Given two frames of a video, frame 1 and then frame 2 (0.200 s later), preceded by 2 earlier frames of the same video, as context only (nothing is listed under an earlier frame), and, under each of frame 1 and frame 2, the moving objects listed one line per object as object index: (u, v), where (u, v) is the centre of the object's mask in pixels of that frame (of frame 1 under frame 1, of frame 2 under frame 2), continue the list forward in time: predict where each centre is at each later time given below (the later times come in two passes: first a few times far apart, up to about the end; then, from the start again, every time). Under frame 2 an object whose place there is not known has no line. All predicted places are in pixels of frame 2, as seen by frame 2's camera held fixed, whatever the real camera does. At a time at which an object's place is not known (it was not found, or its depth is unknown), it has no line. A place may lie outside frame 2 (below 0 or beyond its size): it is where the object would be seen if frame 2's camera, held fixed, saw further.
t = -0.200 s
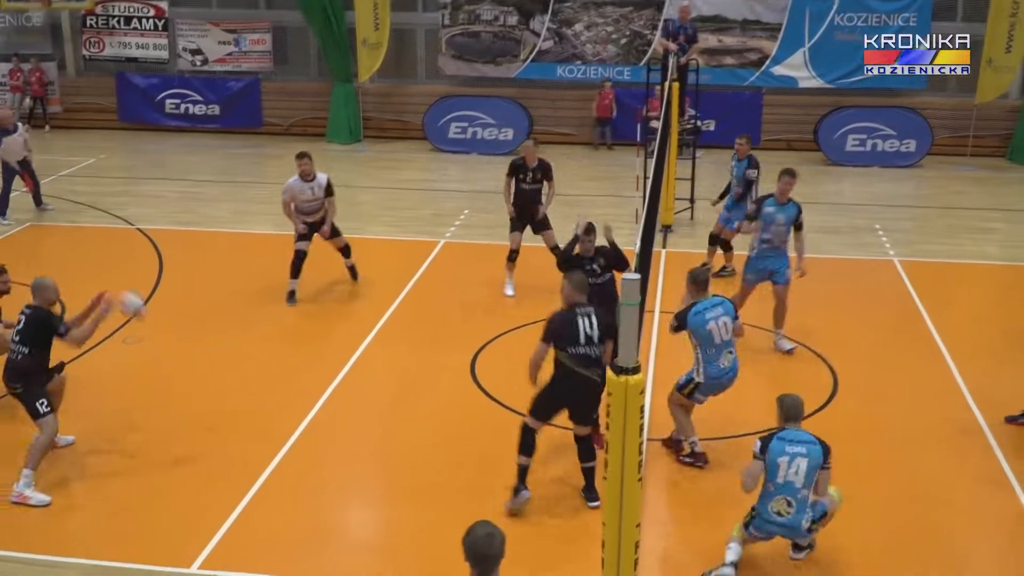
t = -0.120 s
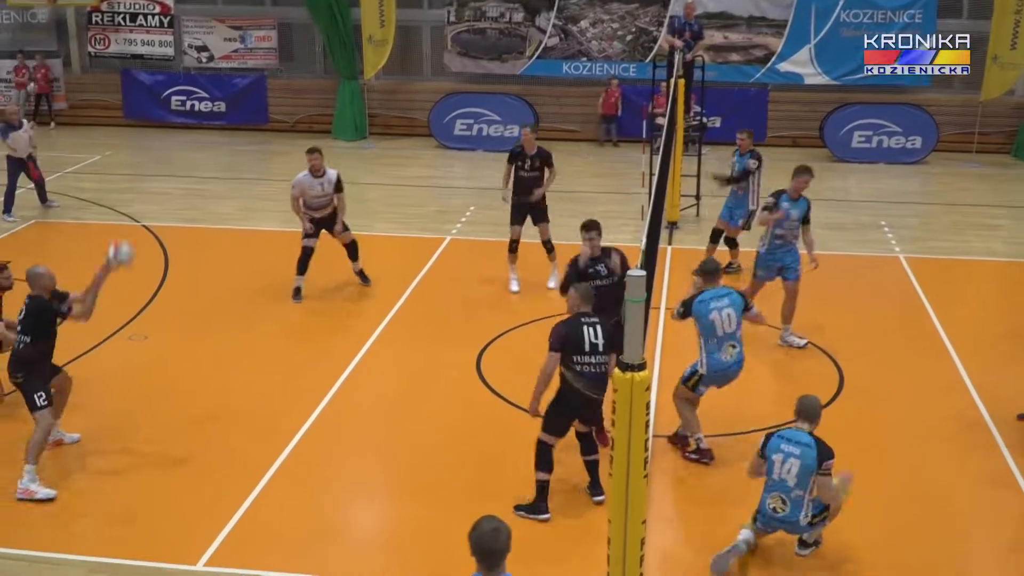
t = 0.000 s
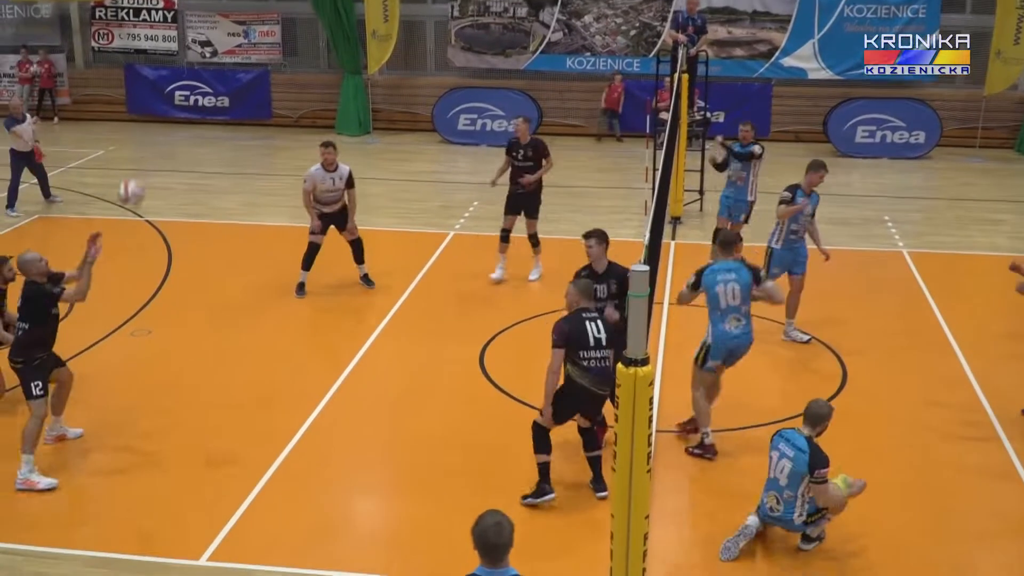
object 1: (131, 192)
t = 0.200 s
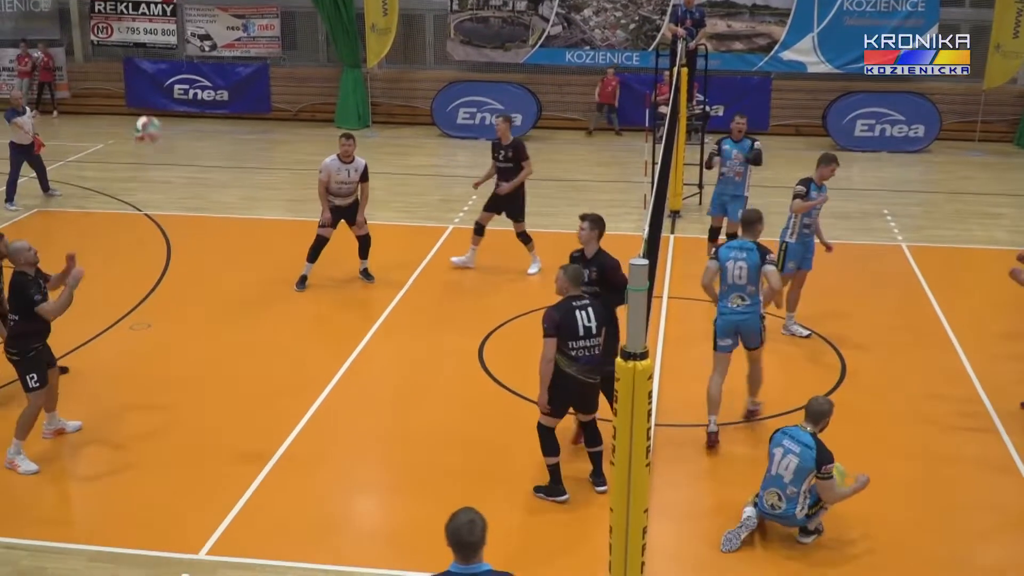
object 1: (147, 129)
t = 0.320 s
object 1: (159, 116)
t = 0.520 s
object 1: (182, 135)
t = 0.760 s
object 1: (216, 221)
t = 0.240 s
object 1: (151, 123)
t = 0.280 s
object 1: (154, 119)
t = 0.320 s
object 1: (159, 116)
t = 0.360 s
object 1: (163, 117)
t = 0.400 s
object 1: (167, 118)
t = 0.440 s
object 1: (172, 121)
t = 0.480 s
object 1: (177, 127)
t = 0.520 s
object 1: (182, 135)
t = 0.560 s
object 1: (188, 145)
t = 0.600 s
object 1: (193, 156)
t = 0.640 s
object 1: (199, 170)
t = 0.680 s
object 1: (203, 185)
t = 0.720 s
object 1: (210, 201)
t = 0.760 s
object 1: (216, 221)
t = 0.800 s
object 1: (223, 241)
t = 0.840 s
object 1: (228, 262)
